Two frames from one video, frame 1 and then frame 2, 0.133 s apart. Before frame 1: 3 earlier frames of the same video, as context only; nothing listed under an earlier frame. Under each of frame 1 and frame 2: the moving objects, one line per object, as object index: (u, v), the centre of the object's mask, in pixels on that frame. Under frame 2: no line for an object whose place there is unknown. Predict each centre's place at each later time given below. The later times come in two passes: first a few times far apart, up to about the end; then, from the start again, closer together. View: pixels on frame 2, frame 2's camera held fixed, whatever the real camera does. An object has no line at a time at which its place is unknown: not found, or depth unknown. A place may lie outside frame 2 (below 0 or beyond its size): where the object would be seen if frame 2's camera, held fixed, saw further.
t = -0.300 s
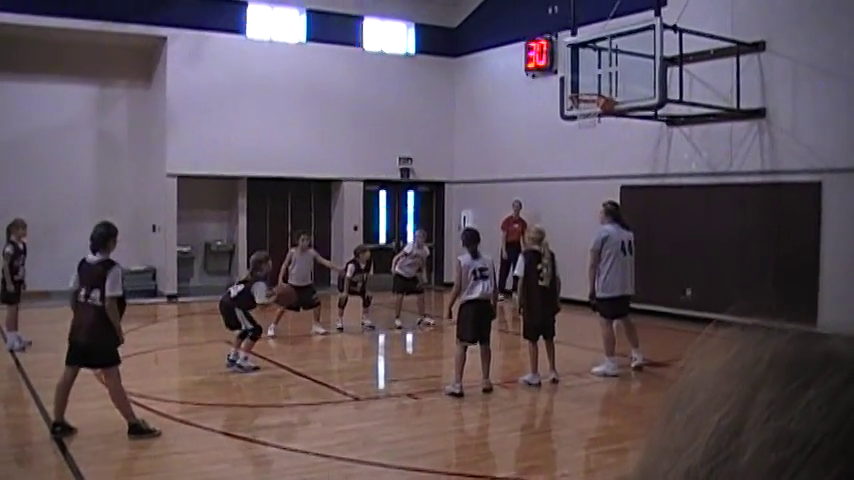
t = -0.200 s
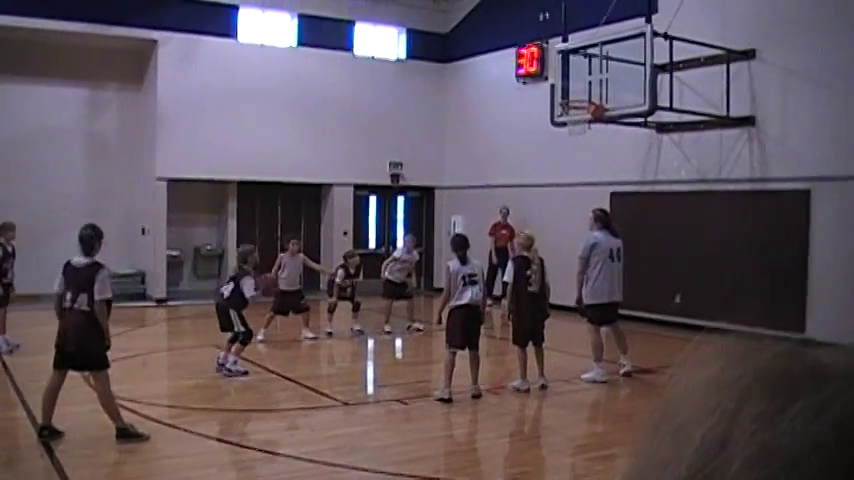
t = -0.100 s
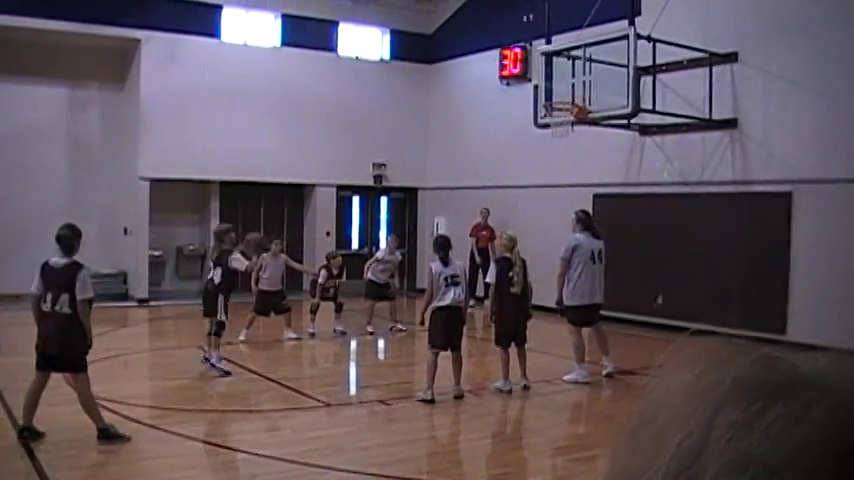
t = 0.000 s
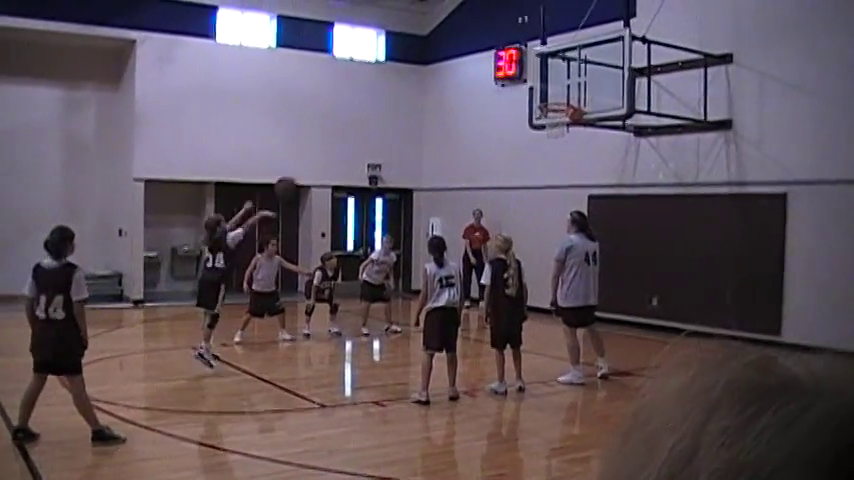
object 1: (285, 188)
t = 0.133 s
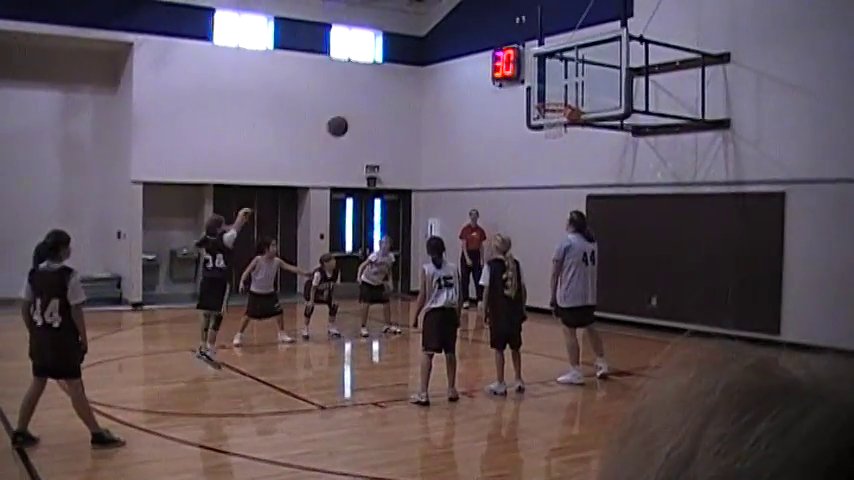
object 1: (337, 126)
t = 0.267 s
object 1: (387, 84)
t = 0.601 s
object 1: (488, 53)
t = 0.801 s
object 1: (541, 79)
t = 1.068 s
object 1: (561, 70)
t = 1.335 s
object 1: (547, 66)
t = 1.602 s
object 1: (536, 94)
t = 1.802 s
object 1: (527, 111)
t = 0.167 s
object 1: (350, 114)
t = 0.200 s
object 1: (362, 102)
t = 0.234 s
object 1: (375, 93)
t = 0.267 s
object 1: (387, 84)
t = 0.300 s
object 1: (398, 77)
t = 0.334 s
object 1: (409, 69)
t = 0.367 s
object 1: (420, 64)
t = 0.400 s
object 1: (430, 59)
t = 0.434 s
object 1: (440, 56)
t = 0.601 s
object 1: (488, 53)
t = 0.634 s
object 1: (498, 54)
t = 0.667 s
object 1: (511, 55)
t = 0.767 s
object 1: (532, 73)
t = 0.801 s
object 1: (541, 79)
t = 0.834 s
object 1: (548, 85)
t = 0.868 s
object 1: (558, 93)
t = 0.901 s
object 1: (564, 98)
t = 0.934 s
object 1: (567, 92)
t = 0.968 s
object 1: (566, 85)
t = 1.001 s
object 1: (564, 79)
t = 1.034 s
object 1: (563, 74)
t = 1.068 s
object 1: (561, 70)
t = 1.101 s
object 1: (560, 66)
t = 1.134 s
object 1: (558, 63)
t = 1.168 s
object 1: (557, 62)
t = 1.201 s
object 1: (555, 61)
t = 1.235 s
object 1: (554, 61)
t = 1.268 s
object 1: (551, 62)
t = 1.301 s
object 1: (549, 63)
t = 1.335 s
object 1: (547, 66)
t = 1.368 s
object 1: (546, 70)
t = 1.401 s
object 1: (544, 74)
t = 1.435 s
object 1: (543, 79)
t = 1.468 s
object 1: (540, 85)
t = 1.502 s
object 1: (539, 92)
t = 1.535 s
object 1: (537, 95)
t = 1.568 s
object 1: (536, 95)
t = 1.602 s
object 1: (536, 94)
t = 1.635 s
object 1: (535, 95)
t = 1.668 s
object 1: (534, 96)
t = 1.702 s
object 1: (531, 98)
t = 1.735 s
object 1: (529, 101)
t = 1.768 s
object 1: (528, 106)
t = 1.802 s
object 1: (527, 111)
